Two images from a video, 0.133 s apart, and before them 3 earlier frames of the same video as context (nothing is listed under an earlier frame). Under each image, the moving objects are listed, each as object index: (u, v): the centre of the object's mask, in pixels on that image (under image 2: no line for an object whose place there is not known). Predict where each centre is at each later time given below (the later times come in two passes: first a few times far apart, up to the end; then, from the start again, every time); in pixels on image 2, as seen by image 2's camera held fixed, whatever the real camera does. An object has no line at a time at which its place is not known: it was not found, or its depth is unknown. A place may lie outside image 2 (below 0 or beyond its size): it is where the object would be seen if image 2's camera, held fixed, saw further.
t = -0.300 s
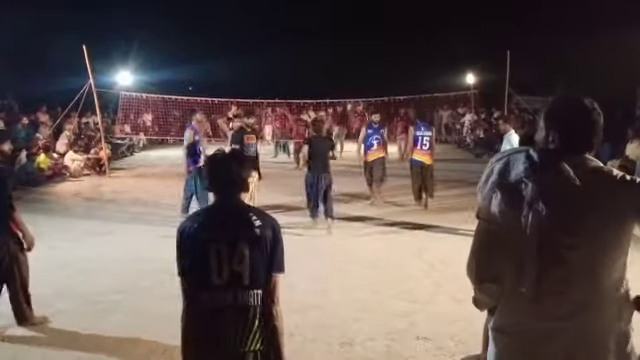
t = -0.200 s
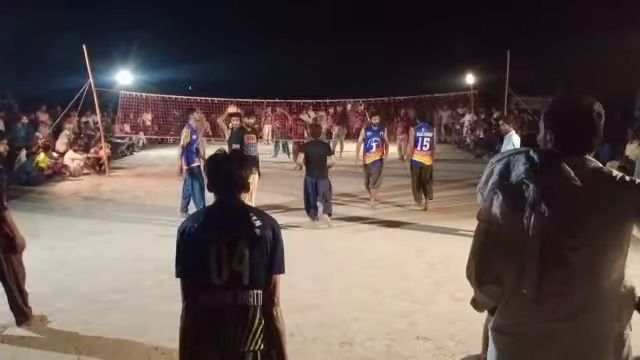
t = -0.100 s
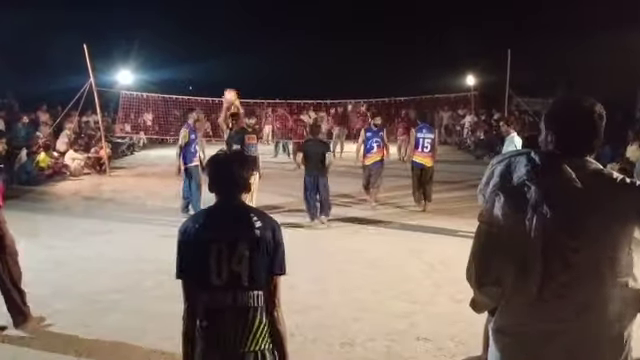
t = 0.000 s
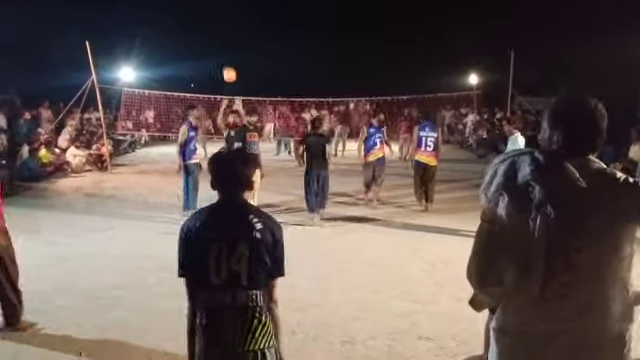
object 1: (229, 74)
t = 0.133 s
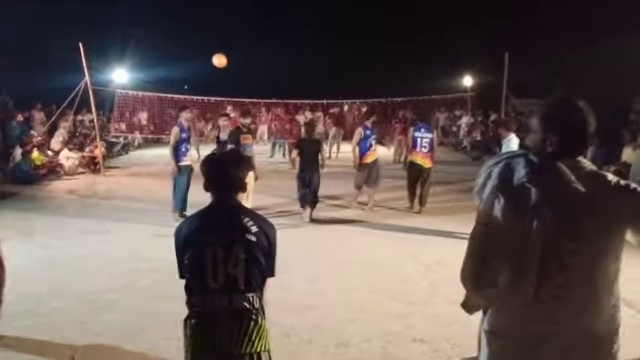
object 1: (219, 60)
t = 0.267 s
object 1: (217, 55)
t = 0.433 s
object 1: (211, 70)
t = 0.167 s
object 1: (219, 58)
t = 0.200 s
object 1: (219, 57)
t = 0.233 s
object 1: (218, 56)
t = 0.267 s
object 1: (217, 55)
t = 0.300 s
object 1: (216, 56)
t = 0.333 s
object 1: (214, 58)
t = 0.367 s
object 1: (213, 60)
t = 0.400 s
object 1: (213, 64)
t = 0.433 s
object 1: (211, 70)
